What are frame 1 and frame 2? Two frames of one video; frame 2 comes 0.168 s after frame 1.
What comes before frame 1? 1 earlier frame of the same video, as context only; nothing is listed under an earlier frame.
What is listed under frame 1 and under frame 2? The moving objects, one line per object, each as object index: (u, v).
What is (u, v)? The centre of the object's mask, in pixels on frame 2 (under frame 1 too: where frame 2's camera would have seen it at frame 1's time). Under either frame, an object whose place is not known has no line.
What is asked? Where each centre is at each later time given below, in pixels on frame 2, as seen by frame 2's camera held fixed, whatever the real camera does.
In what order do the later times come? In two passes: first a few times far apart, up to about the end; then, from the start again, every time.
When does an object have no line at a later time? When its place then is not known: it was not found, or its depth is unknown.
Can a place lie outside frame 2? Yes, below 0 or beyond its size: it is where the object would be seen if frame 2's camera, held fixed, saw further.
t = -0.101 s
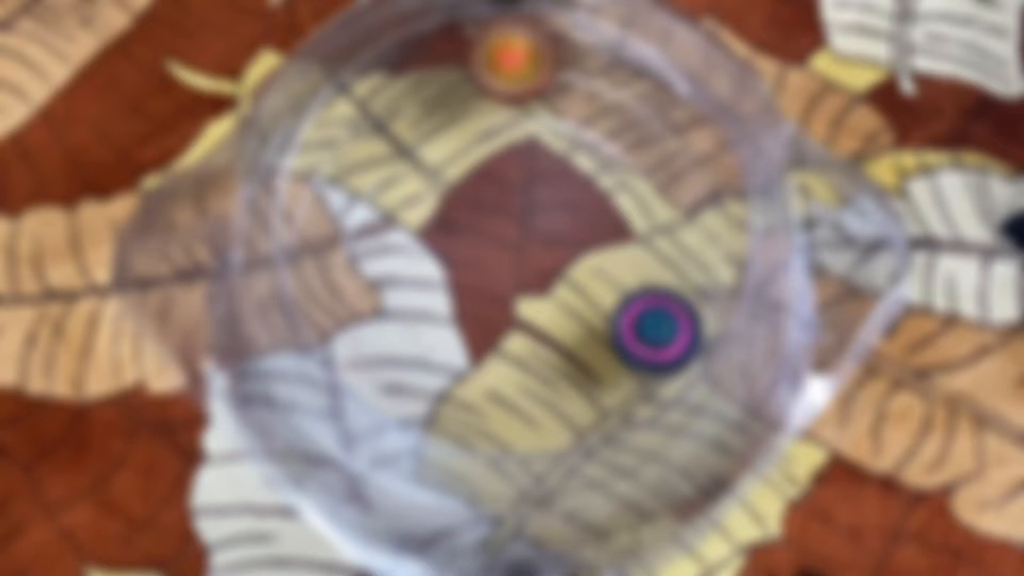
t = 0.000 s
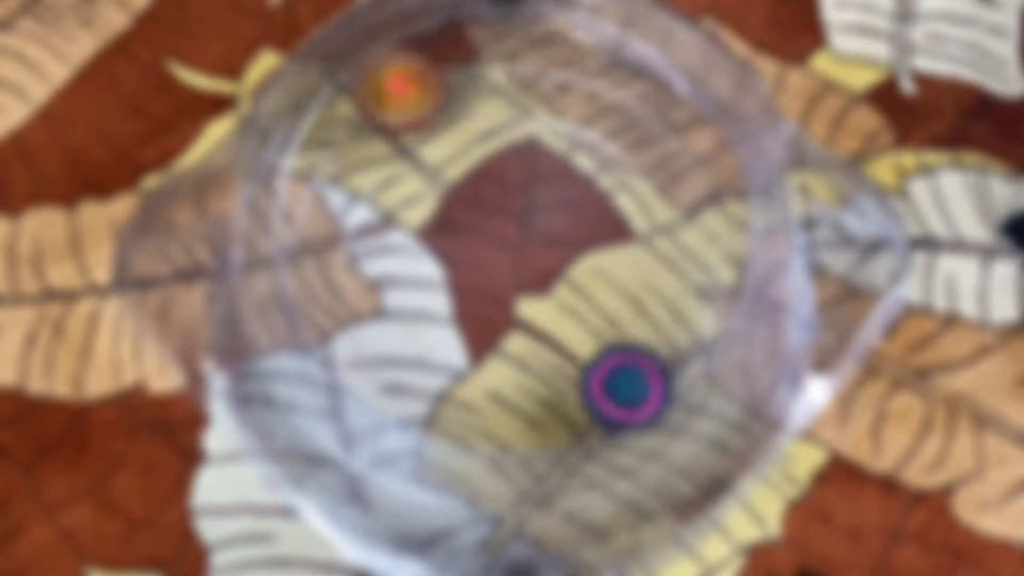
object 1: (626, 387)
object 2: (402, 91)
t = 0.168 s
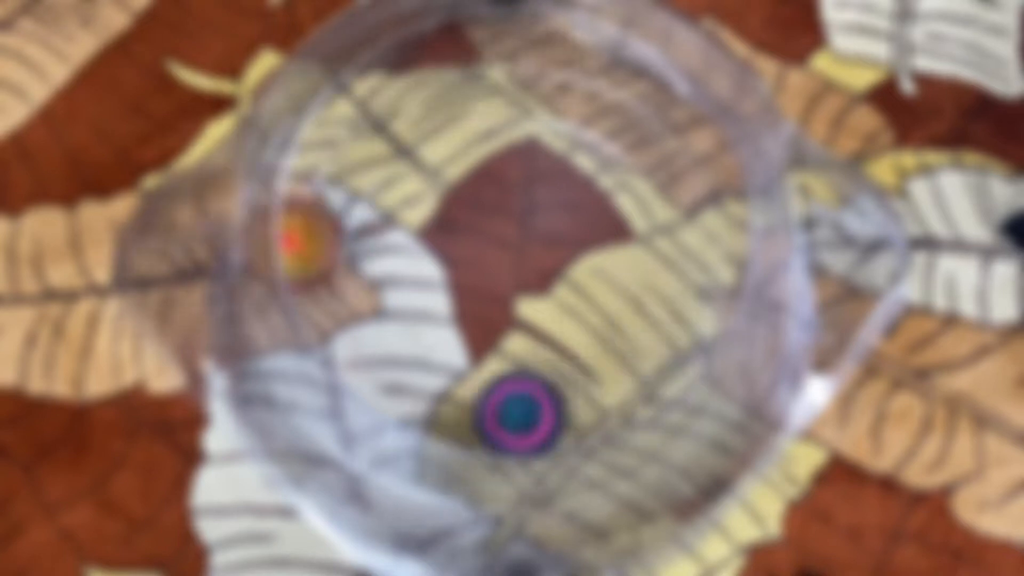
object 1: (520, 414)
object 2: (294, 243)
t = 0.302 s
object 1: (441, 358)
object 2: (341, 406)
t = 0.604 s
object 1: (545, 157)
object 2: (728, 339)
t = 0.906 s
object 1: (523, 233)
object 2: (536, 57)
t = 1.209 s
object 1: (479, 224)
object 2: (293, 283)
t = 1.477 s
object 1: (543, 222)
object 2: (587, 476)
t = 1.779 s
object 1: (487, 288)
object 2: (671, 85)
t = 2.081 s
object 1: (475, 225)
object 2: (430, 45)
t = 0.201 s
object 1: (496, 407)
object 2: (294, 285)
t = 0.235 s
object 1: (475, 394)
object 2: (298, 328)
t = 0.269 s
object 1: (457, 378)
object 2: (315, 368)
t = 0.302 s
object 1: (441, 358)
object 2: (341, 406)
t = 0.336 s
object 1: (430, 333)
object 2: (378, 436)
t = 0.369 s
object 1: (419, 304)
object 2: (420, 465)
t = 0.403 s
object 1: (419, 274)
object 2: (470, 481)
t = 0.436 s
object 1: (427, 244)
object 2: (523, 487)
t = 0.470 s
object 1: (442, 218)
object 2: (573, 481)
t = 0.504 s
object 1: (461, 195)
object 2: (624, 457)
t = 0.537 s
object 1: (487, 176)
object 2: (668, 427)
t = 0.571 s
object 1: (516, 163)
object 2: (703, 387)
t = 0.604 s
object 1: (545, 157)
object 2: (728, 339)
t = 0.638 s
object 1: (574, 156)
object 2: (731, 292)
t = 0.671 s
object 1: (603, 159)
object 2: (724, 238)
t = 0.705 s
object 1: (629, 169)
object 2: (713, 192)
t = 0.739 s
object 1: (605, 176)
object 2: (708, 158)
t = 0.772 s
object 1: (595, 180)
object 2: (685, 129)
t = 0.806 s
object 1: (570, 194)
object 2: (653, 102)
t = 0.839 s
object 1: (553, 205)
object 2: (616, 78)
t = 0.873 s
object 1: (537, 219)
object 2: (576, 63)
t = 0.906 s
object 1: (523, 233)
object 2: (536, 57)
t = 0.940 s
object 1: (511, 245)
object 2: (495, 57)
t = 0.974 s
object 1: (502, 254)
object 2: (454, 68)
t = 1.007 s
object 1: (495, 260)
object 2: (413, 88)
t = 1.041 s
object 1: (489, 260)
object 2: (377, 111)
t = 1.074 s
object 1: (484, 259)
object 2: (346, 137)
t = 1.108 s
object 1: (481, 252)
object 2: (325, 172)
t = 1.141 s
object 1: (478, 245)
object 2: (311, 208)
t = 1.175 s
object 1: (477, 235)
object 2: (296, 243)
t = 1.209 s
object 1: (479, 224)
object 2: (293, 283)
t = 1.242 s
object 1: (484, 214)
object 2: (299, 327)
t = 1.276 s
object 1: (492, 206)
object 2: (318, 372)
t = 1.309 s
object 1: (502, 201)
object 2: (345, 413)
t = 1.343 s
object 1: (511, 199)
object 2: (383, 444)
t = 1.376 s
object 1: (521, 202)
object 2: (426, 470)
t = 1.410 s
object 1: (530, 205)
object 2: (482, 484)
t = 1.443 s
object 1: (536, 213)
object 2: (533, 484)
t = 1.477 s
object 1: (543, 222)
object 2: (587, 476)
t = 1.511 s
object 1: (548, 232)
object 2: (638, 449)
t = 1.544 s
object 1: (549, 244)
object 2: (682, 412)
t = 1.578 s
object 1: (547, 255)
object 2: (715, 367)
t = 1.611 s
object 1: (542, 267)
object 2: (735, 314)
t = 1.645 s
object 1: (534, 278)
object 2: (739, 257)
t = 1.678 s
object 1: (523, 284)
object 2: (735, 197)
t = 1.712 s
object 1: (511, 289)
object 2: (725, 147)
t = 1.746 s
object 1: (498, 290)
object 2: (705, 108)
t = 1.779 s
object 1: (487, 288)
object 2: (671, 85)
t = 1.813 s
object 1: (477, 283)
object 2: (637, 65)
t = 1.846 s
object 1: (469, 276)
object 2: (606, 51)
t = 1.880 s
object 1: (462, 267)
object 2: (578, 40)
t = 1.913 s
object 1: (459, 257)
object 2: (550, 35)
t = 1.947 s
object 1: (459, 249)
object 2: (525, 34)
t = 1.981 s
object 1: (460, 241)
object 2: (499, 34)
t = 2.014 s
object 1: (463, 233)
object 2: (477, 35)
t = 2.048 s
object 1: (467, 229)
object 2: (452, 39)
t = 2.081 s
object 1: (475, 225)
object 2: (430, 45)
